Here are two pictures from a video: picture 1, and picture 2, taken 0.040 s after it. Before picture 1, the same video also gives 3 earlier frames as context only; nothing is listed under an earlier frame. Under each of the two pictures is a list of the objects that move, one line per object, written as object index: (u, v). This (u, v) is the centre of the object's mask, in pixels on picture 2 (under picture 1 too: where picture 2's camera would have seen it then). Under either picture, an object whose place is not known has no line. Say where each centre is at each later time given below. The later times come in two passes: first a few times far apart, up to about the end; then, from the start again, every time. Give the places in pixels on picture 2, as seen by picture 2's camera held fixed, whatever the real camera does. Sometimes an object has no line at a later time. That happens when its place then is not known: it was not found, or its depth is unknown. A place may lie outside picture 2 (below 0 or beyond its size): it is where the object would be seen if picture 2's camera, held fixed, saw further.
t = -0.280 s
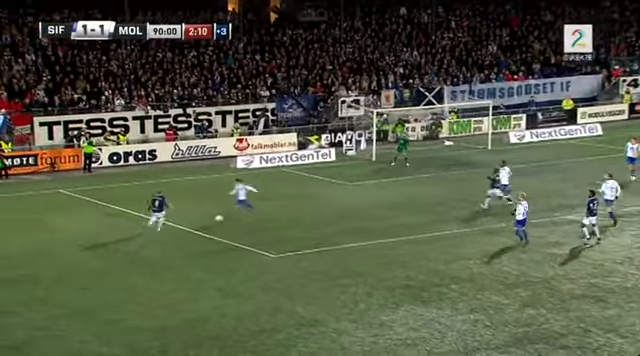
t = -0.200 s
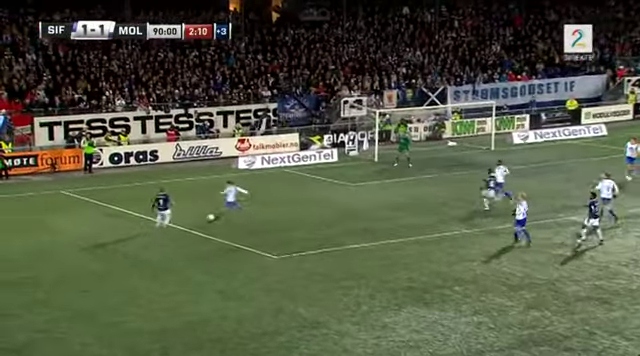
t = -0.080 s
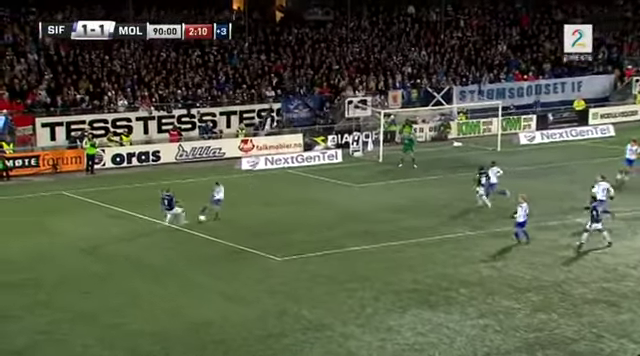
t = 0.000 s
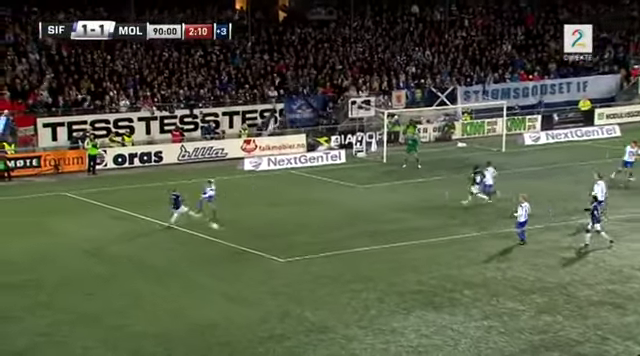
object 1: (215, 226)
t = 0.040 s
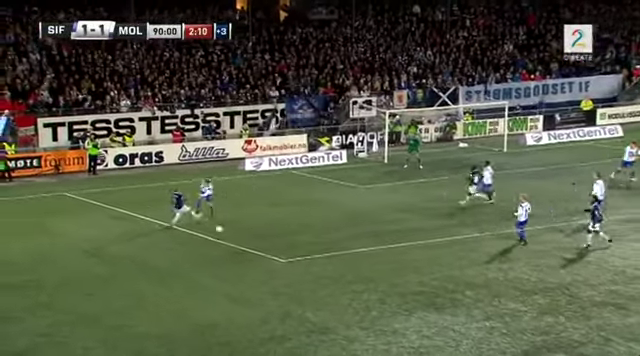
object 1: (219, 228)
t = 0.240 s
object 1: (244, 242)
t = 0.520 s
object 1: (281, 261)
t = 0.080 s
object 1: (224, 232)
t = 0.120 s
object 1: (229, 235)
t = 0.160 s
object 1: (235, 239)
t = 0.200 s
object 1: (239, 240)
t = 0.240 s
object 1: (244, 242)
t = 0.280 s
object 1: (249, 244)
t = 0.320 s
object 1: (254, 248)
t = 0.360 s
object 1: (261, 251)
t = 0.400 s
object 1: (265, 256)
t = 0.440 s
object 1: (271, 257)
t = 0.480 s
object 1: (275, 259)
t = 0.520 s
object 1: (281, 261)
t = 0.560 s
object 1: (286, 264)
